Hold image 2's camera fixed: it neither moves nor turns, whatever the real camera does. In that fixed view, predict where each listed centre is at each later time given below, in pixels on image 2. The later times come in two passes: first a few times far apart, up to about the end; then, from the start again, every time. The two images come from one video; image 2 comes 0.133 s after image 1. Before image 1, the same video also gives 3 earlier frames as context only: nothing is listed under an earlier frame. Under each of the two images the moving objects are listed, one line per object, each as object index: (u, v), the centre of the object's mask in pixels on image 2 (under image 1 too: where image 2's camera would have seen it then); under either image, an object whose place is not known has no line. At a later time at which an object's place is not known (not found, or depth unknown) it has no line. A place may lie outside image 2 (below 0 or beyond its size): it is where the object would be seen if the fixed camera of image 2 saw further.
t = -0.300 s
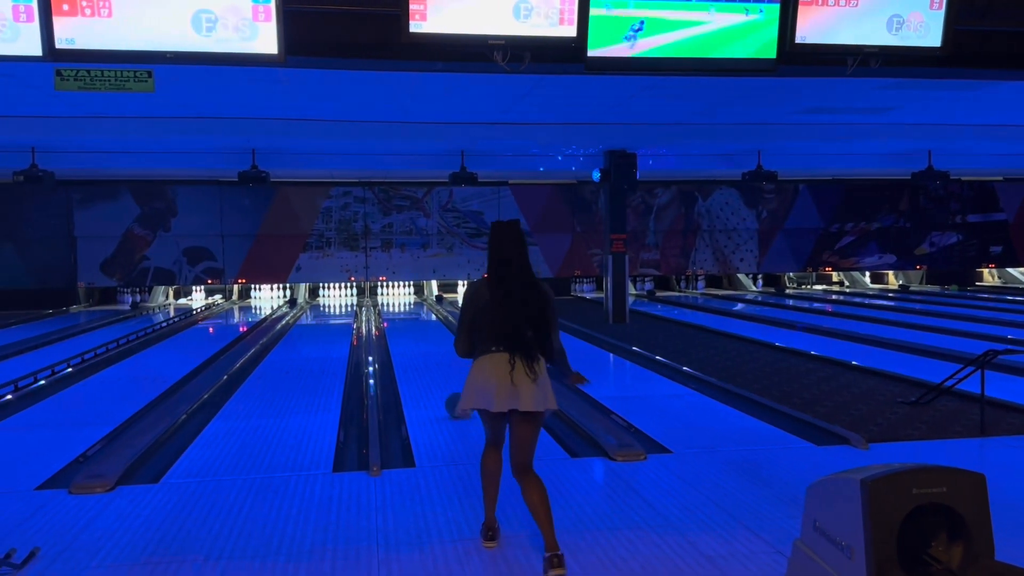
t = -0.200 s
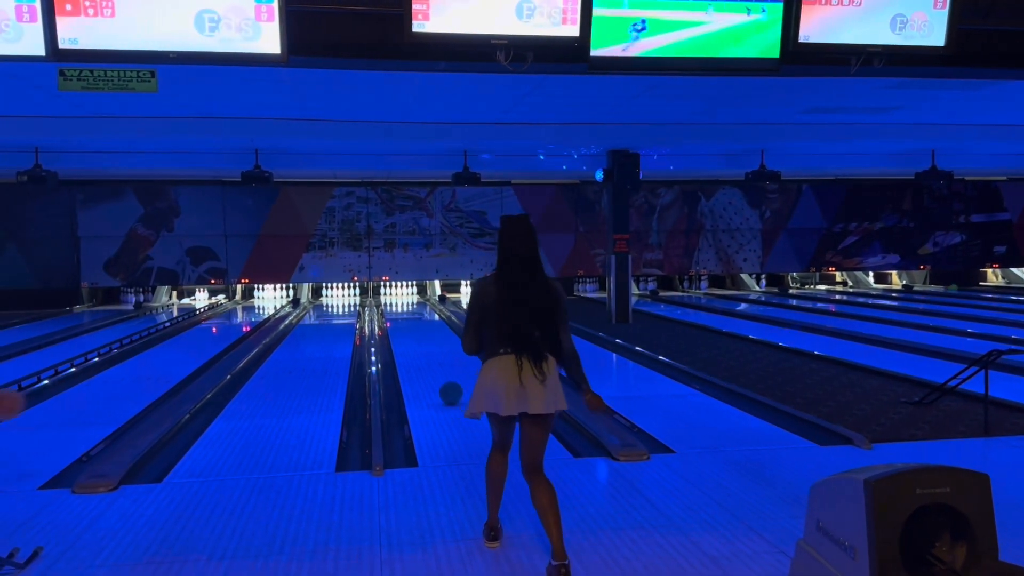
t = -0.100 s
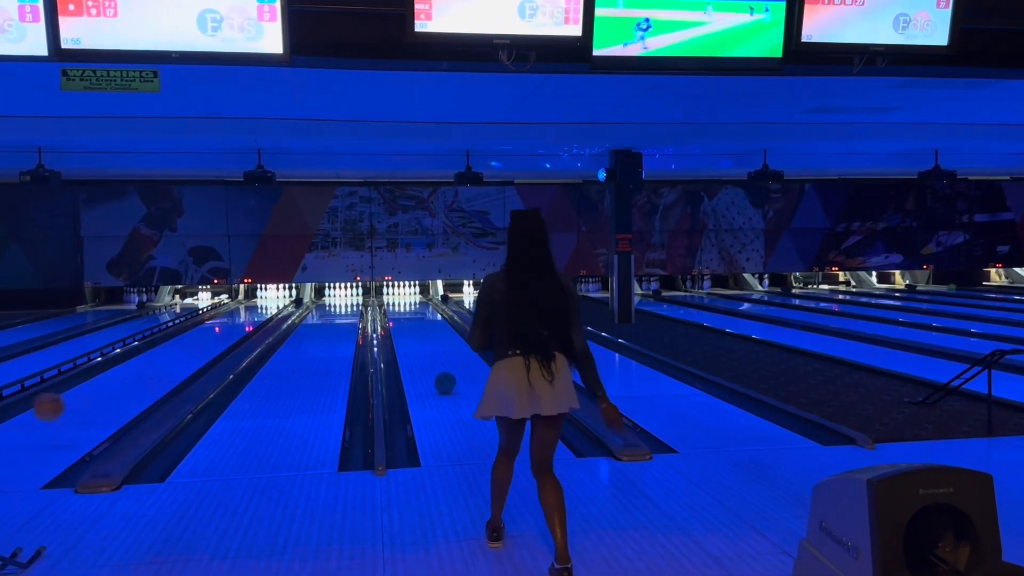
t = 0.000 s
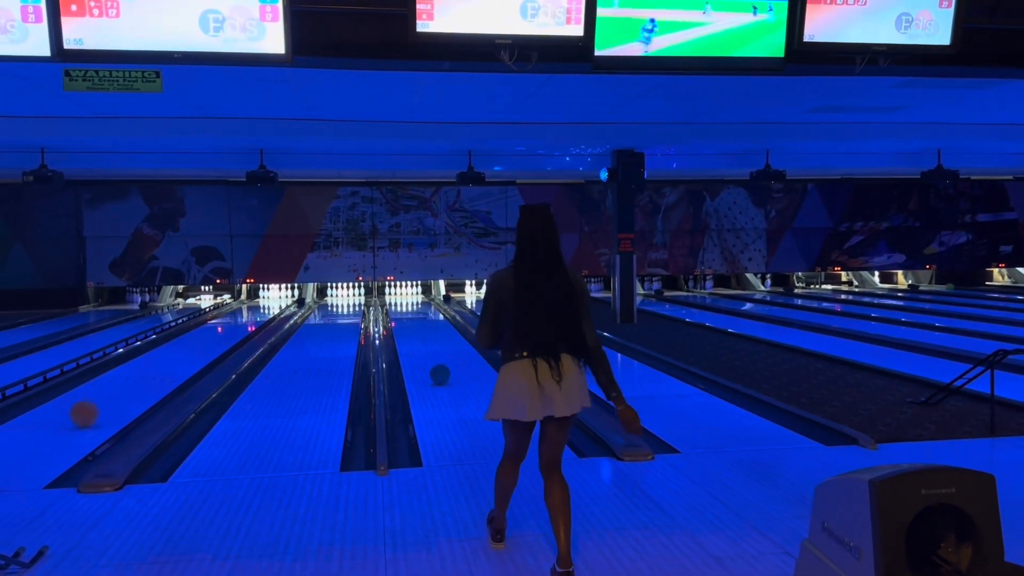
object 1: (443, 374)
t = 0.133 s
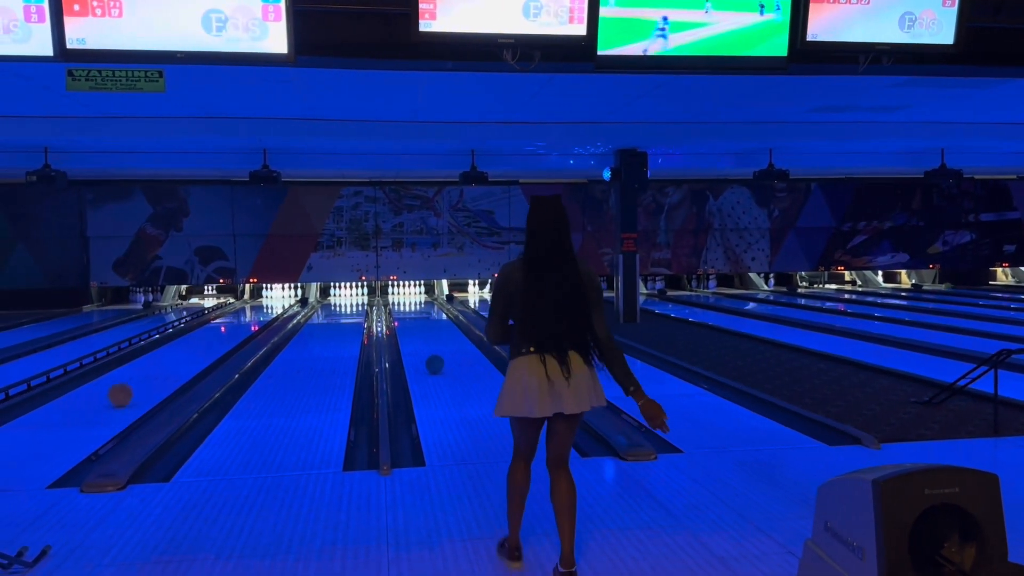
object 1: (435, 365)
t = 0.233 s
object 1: (429, 358)
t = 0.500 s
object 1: (417, 344)
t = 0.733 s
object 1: (408, 335)
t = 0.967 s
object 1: (402, 327)
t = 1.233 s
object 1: (394, 320)
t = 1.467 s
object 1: (387, 318)
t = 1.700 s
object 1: (387, 315)
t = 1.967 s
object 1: (386, 311)
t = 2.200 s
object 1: (386, 309)
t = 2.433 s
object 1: (385, 305)
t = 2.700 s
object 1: (385, 304)
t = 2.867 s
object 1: (384, 300)
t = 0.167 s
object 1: (433, 362)
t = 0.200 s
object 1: (431, 361)
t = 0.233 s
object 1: (429, 358)
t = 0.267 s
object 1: (428, 357)
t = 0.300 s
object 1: (426, 355)
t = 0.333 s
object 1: (424, 353)
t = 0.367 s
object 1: (423, 351)
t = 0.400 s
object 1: (421, 349)
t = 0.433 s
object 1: (420, 347)
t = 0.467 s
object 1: (419, 346)
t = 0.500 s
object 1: (417, 344)
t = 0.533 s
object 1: (416, 343)
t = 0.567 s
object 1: (414, 341)
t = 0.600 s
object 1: (413, 340)
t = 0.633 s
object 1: (412, 339)
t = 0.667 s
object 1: (411, 337)
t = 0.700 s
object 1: (410, 336)
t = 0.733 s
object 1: (408, 335)
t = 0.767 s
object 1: (407, 334)
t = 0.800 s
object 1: (406, 333)
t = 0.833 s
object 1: (405, 332)
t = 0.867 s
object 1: (404, 331)
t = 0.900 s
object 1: (403, 329)
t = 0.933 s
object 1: (402, 328)
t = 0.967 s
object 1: (402, 327)
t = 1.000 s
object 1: (401, 326)
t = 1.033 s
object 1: (400, 325)
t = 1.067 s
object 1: (399, 324)
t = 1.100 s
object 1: (398, 324)
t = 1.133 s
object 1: (397, 323)
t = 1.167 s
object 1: (396, 322)
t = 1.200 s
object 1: (395, 321)
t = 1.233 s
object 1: (394, 320)
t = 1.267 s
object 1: (393, 319)
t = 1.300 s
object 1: (392, 319)
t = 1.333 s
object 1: (391, 318)
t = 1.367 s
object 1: (390, 318)
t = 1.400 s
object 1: (389, 318)
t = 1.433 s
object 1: (388, 319)
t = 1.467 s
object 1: (387, 318)
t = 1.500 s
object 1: (387, 317)
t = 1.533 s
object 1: (388, 317)
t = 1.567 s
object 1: (388, 317)
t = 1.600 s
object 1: (387, 316)
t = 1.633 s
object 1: (386, 315)
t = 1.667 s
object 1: (386, 315)
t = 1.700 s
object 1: (387, 315)
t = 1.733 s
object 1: (387, 314)
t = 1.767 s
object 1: (387, 314)
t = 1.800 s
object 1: (387, 314)
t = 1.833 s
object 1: (387, 313)
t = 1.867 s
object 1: (386, 312)
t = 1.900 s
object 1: (386, 312)
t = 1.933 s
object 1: (386, 311)
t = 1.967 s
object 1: (386, 311)
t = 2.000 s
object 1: (386, 311)
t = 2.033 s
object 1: (386, 310)
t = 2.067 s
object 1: (386, 309)
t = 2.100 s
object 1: (386, 309)
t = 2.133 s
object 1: (386, 309)
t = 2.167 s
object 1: (386, 309)
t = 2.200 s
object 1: (386, 309)
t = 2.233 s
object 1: (386, 308)
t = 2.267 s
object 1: (385, 308)
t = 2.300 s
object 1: (385, 307)
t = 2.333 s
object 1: (385, 306)
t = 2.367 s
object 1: (385, 306)
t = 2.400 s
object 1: (385, 305)
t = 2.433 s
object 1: (385, 305)
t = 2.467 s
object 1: (385, 304)
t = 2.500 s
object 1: (385, 304)
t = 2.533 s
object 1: (385, 304)
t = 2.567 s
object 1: (385, 304)
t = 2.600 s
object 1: (385, 304)
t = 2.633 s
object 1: (385, 304)
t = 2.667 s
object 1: (385, 304)
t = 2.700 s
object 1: (385, 304)
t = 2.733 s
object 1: (384, 302)
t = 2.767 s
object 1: (385, 302)
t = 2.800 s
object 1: (384, 302)
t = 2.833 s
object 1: (384, 301)
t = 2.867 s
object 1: (384, 300)
